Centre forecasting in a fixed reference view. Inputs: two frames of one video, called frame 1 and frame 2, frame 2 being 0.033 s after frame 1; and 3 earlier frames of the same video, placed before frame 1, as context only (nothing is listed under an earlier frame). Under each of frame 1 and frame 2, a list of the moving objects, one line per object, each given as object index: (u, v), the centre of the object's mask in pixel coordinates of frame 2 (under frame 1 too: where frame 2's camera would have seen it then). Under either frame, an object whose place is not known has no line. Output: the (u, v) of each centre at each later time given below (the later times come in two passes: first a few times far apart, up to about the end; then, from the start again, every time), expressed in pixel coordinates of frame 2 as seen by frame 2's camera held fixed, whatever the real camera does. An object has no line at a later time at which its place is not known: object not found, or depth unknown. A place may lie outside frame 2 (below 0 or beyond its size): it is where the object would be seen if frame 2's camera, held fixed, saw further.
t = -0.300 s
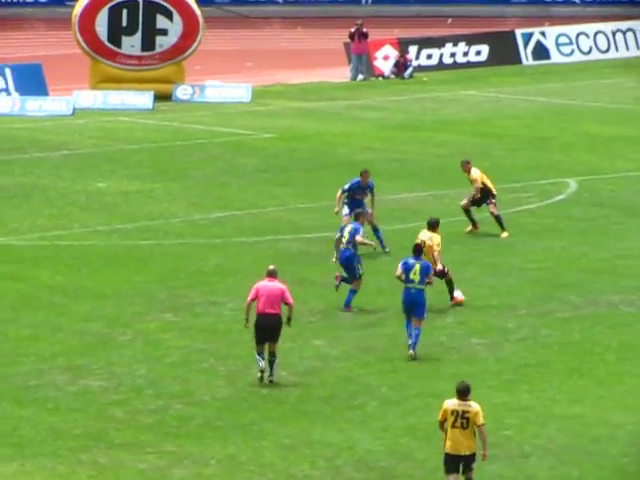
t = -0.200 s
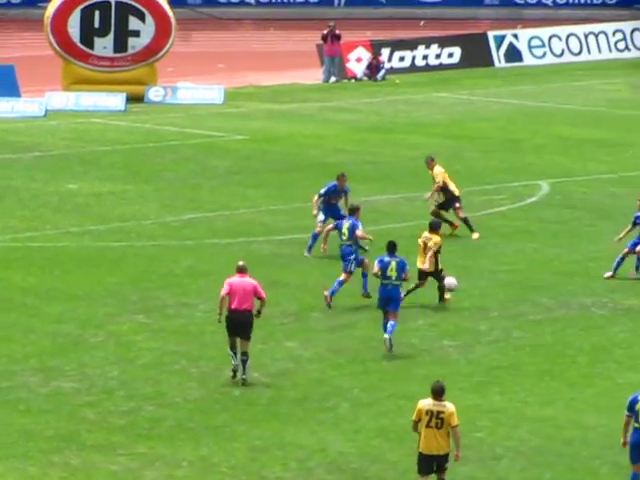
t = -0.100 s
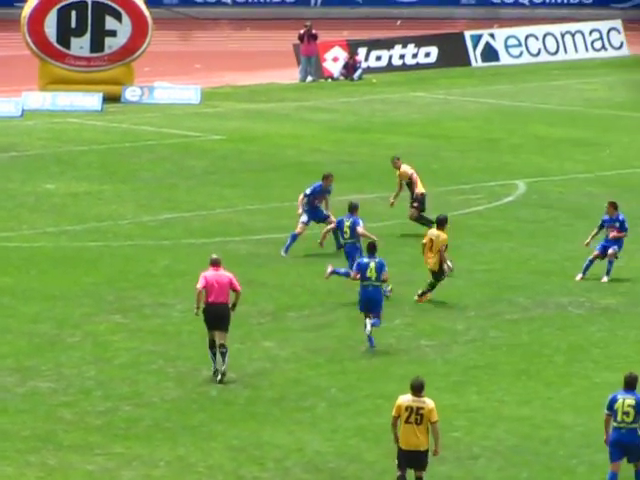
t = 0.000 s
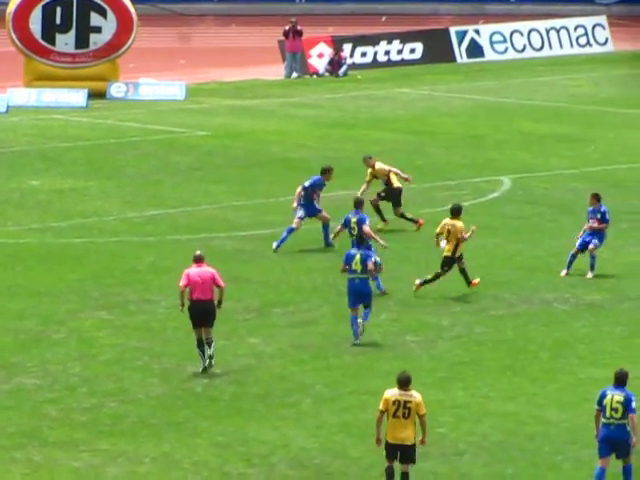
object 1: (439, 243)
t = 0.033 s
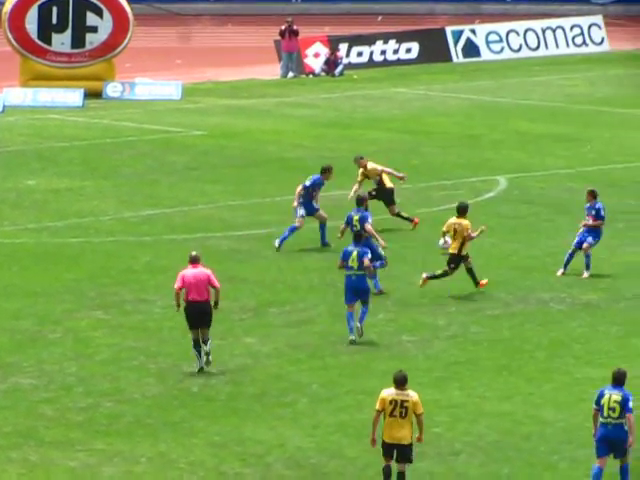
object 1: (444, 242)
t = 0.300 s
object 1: (471, 221)
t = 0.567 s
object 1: (490, 204)
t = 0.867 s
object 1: (506, 189)
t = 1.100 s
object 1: (515, 179)
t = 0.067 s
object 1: (449, 241)
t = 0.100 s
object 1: (453, 240)
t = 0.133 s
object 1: (456, 236)
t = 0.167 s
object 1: (460, 231)
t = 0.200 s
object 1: (463, 227)
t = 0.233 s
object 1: (466, 224)
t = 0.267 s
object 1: (468, 222)
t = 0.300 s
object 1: (471, 221)
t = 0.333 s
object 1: (474, 220)
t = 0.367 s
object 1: (476, 217)
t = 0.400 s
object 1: (479, 213)
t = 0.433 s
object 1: (481, 210)
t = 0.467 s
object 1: (484, 208)
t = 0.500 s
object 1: (486, 208)
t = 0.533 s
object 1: (488, 207)
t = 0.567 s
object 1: (490, 204)
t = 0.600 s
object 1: (492, 201)
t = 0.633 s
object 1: (494, 199)
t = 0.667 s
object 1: (495, 198)
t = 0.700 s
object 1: (497, 197)
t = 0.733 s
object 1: (499, 196)
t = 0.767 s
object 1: (500, 194)
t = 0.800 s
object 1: (502, 193)
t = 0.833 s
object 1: (504, 190)
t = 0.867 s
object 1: (506, 189)
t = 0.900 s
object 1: (507, 188)
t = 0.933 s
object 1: (508, 186)
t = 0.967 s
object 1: (510, 184)
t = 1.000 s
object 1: (511, 182)
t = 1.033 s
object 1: (513, 181)
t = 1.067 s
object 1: (514, 180)
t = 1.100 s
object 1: (515, 179)
